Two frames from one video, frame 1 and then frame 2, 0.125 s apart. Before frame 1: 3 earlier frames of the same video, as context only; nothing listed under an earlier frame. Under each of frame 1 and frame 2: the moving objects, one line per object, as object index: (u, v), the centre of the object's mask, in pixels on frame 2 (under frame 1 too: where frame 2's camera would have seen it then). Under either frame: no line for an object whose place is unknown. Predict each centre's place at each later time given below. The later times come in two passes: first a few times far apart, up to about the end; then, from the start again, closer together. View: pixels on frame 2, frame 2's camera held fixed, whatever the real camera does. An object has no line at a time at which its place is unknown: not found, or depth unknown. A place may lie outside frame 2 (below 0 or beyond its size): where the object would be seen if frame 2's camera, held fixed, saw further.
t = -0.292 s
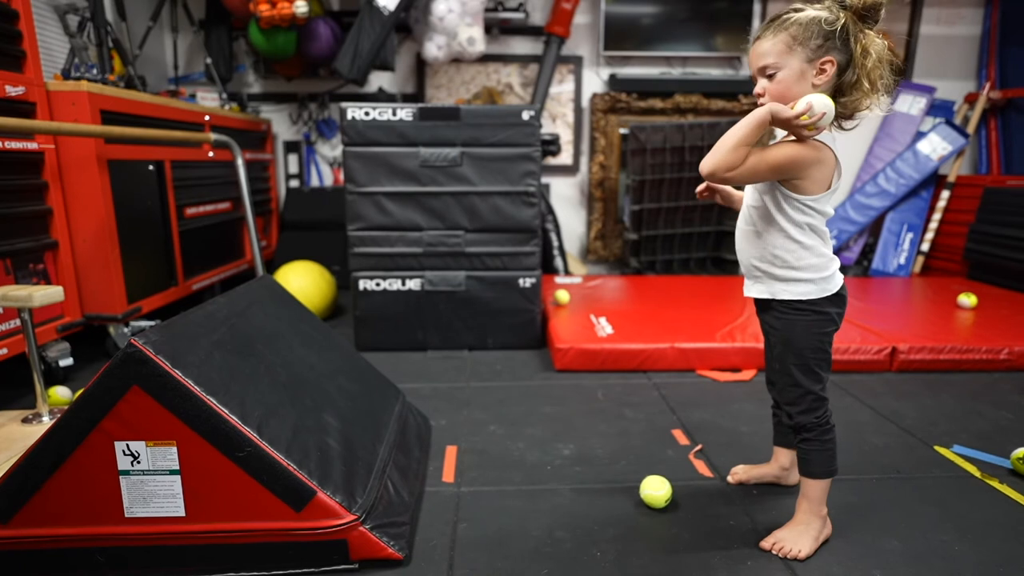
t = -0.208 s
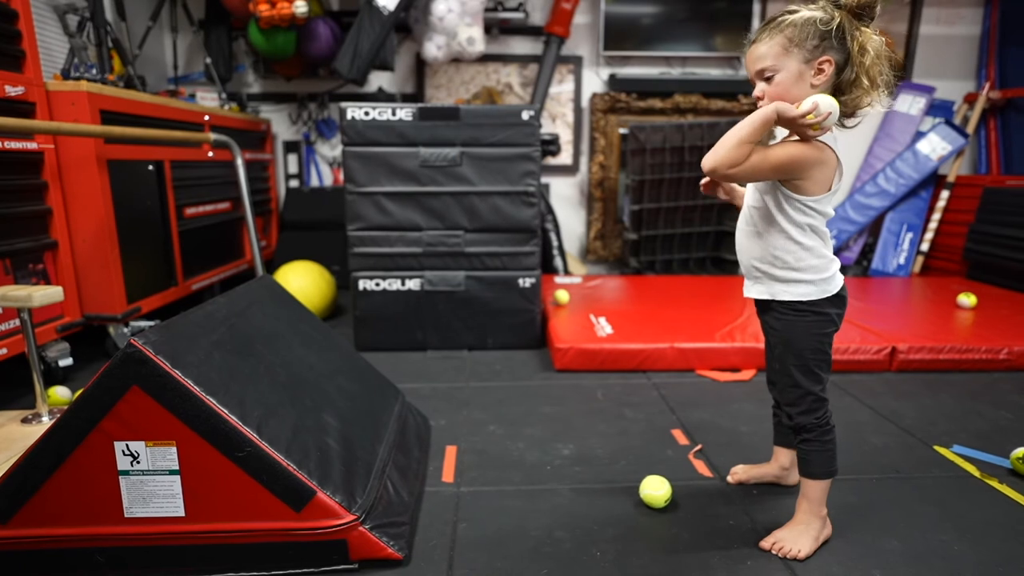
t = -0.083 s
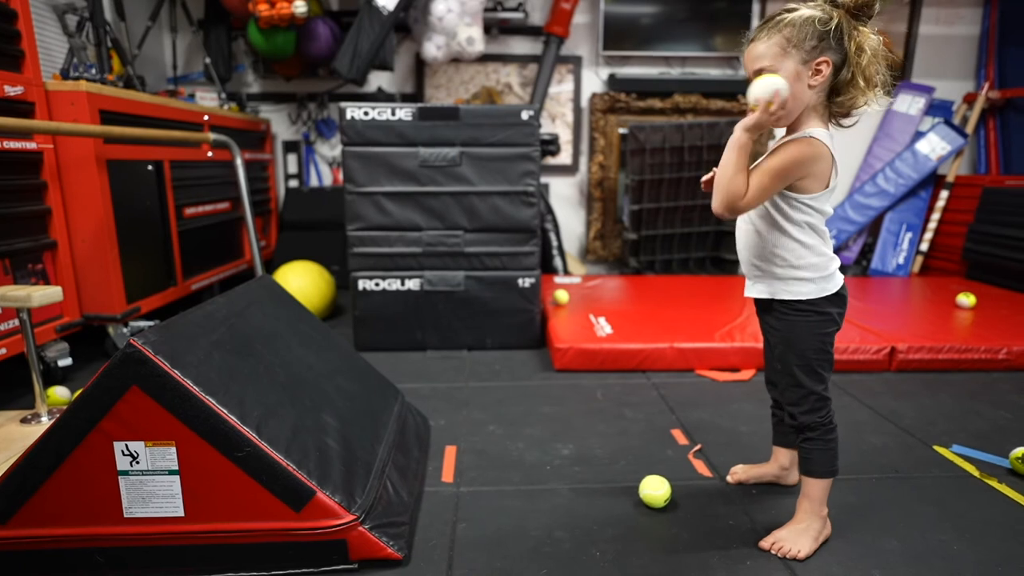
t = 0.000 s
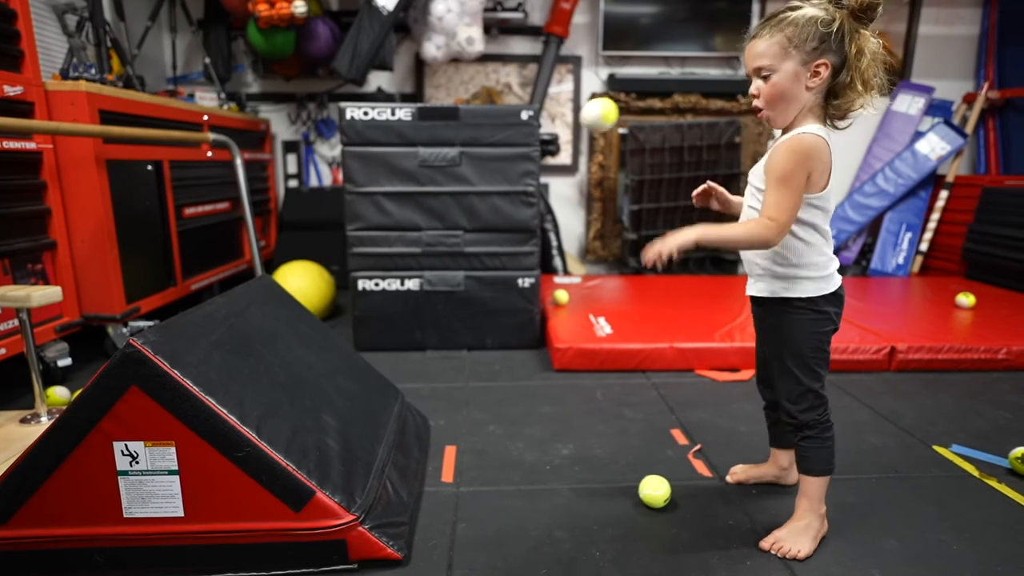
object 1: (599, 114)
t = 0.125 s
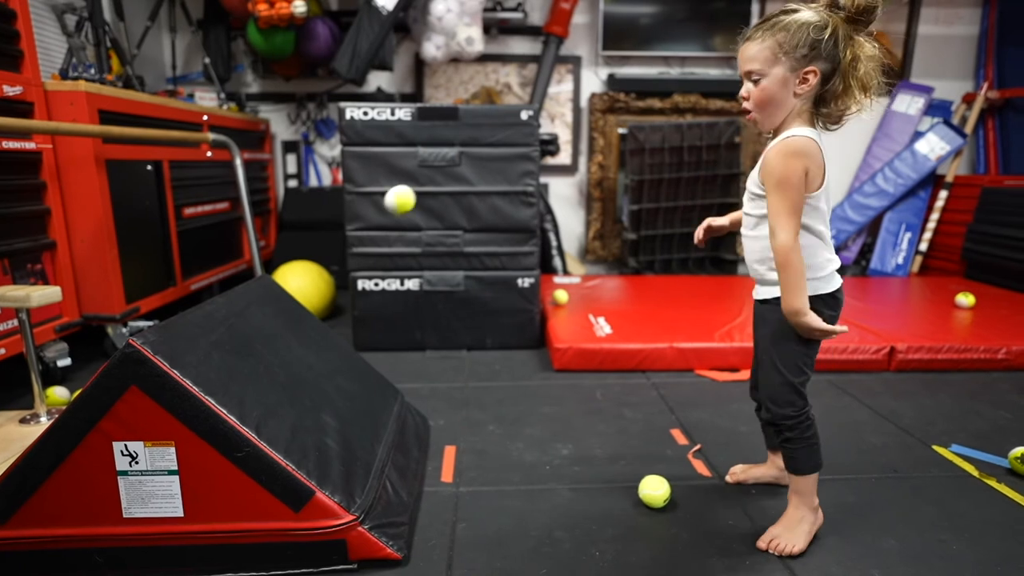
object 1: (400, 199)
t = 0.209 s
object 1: (305, 273)
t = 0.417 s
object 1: (153, 296)
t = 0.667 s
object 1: (98, 189)
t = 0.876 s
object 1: (202, 228)
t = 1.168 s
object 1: (318, 309)
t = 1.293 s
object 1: (335, 267)
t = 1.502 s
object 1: (371, 303)
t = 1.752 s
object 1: (414, 338)
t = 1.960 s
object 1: (449, 365)
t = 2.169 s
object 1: (486, 367)
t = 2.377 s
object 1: (528, 406)
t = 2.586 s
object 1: (577, 430)
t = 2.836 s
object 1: (638, 438)
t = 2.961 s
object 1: (670, 452)
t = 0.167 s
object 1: (348, 236)
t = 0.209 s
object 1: (305, 273)
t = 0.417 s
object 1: (153, 296)
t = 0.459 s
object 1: (130, 267)
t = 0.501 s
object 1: (107, 243)
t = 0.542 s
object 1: (83, 225)
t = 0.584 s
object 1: (63, 211)
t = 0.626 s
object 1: (79, 198)
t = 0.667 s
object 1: (98, 189)
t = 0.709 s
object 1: (118, 187)
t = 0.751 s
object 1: (137, 189)
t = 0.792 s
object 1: (158, 196)
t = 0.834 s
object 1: (180, 209)
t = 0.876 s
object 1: (202, 228)
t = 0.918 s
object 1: (224, 252)
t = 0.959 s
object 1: (244, 276)
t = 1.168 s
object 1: (318, 309)
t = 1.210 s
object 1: (323, 291)
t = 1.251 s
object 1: (329, 276)
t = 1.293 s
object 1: (335, 267)
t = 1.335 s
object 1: (341, 264)
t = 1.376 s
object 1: (348, 265)
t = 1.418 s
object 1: (355, 271)
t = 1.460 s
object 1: (363, 284)
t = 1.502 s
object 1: (371, 303)
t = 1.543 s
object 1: (380, 326)
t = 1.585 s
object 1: (388, 354)
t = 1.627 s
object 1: (399, 381)
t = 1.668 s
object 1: (402, 363)
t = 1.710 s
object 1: (408, 348)
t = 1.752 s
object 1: (414, 338)
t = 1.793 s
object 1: (420, 332)
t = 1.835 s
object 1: (427, 332)
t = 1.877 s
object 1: (434, 338)
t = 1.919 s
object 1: (441, 349)
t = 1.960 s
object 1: (449, 365)
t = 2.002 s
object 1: (456, 388)
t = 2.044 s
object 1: (463, 393)
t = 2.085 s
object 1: (471, 379)
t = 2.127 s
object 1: (478, 370)
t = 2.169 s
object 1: (486, 367)
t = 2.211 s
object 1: (494, 370)
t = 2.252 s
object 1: (502, 379)
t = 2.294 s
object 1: (511, 393)
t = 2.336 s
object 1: (519, 414)
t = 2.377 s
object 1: (528, 406)
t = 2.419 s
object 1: (537, 400)
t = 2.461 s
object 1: (547, 399)
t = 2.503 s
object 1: (557, 404)
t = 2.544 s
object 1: (566, 416)
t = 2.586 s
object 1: (577, 430)
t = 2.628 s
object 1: (587, 424)
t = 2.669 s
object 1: (597, 423)
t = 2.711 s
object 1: (608, 429)
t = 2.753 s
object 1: (617, 442)
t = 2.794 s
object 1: (628, 437)
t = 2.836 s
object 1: (638, 438)
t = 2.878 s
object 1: (649, 446)
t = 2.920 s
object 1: (659, 449)
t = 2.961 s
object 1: (670, 452)
